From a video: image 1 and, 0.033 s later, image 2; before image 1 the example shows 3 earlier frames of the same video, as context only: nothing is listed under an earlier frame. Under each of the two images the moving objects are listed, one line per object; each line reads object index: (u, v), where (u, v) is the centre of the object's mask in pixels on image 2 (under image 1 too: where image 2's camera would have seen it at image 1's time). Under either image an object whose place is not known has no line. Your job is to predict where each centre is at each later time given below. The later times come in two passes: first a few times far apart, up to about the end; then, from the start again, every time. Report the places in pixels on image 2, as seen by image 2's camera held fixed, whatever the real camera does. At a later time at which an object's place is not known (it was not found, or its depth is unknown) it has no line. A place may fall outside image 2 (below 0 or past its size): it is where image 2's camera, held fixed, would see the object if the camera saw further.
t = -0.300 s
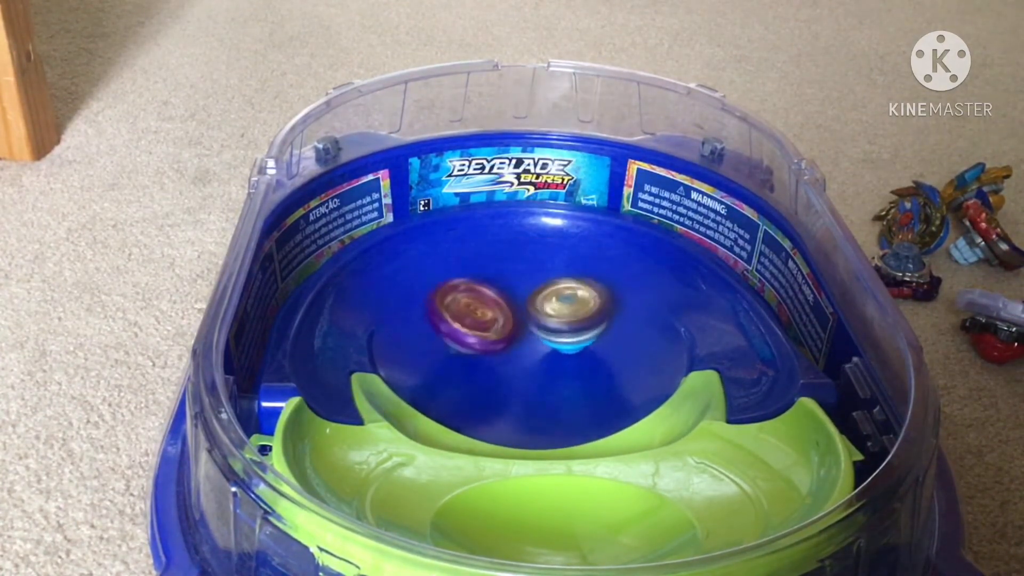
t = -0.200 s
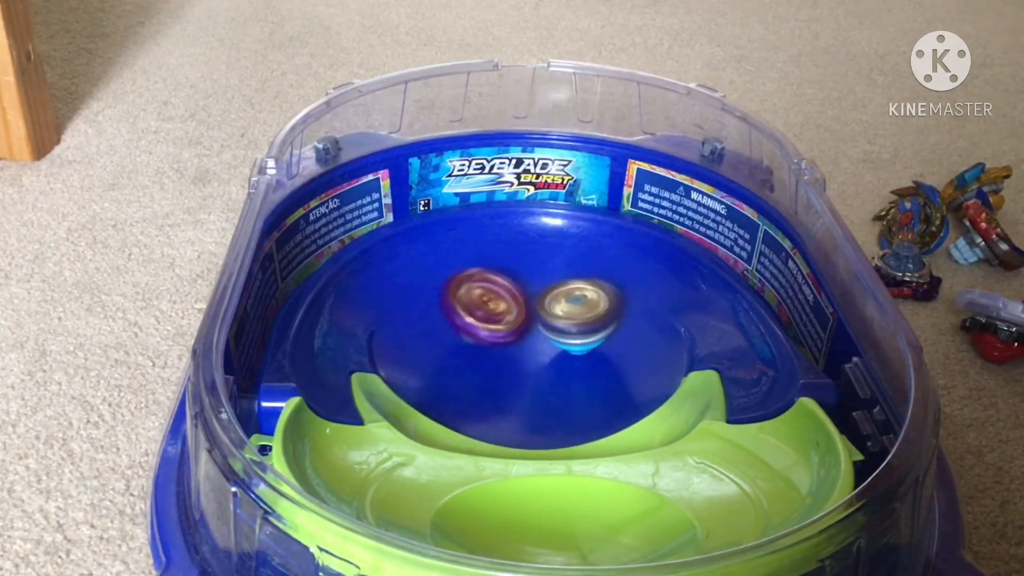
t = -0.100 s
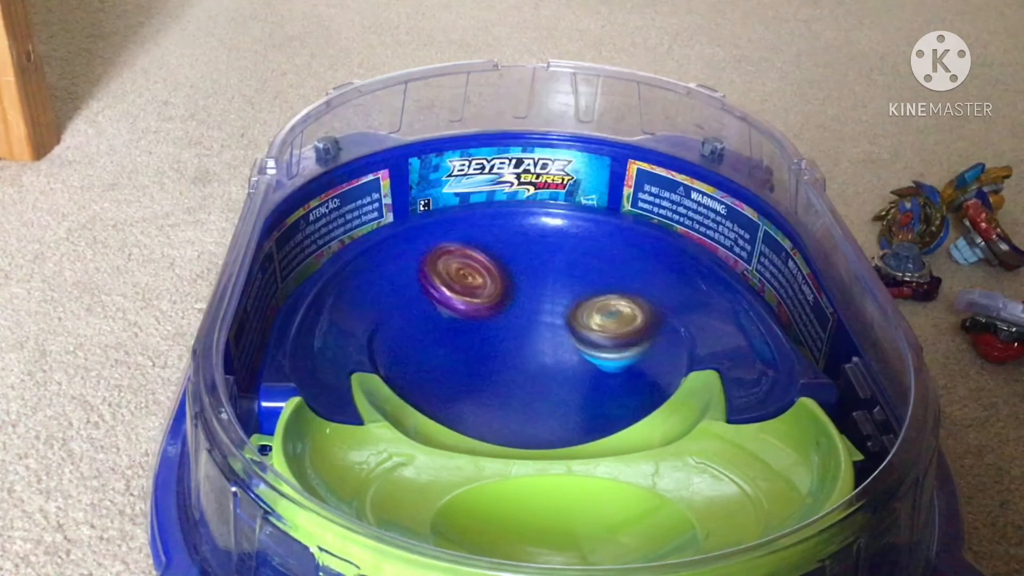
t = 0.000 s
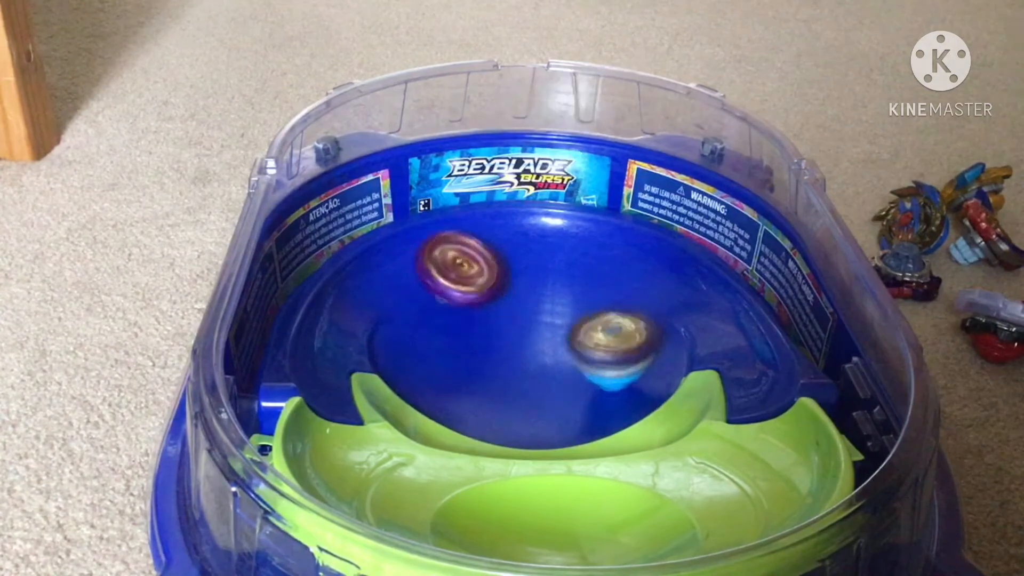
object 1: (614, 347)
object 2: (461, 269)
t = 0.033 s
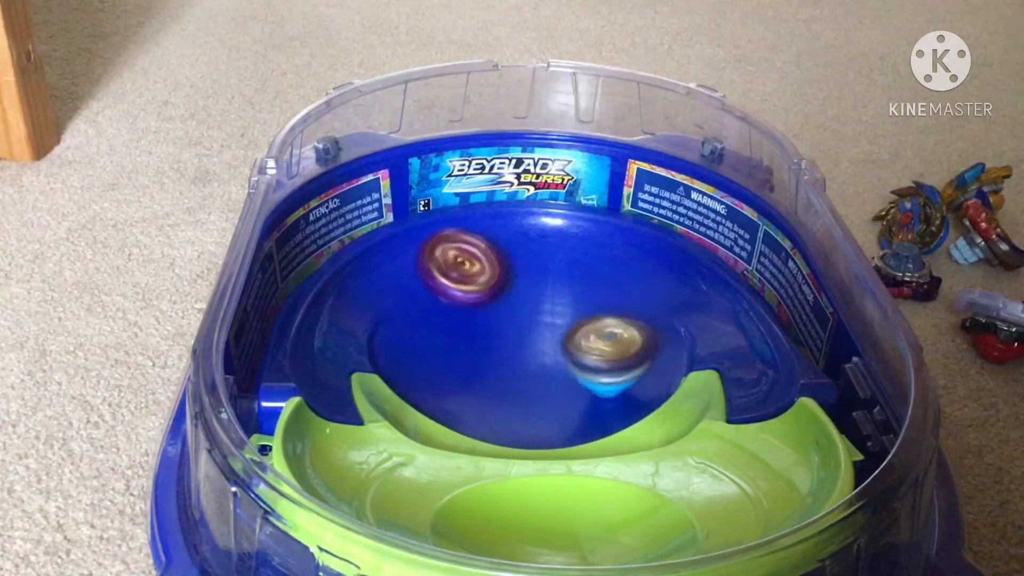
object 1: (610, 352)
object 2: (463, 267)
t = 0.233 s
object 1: (542, 368)
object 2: (487, 269)
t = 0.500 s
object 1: (469, 326)
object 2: (547, 298)
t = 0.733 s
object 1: (485, 283)
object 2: (595, 338)
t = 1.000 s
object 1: (566, 293)
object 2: (605, 365)
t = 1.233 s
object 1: (595, 326)
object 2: (549, 388)
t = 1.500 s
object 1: (540, 352)
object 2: (459, 380)
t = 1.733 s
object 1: (528, 316)
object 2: (459, 357)
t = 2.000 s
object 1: (597, 281)
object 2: (503, 301)
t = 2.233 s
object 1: (615, 310)
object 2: (552, 265)
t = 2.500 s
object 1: (536, 350)
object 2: (573, 270)
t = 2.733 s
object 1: (453, 345)
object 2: (571, 321)
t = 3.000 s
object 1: (461, 312)
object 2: (520, 379)
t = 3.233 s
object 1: (546, 311)
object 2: (472, 391)
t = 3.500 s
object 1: (625, 326)
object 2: (482, 378)
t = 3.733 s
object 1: (622, 353)
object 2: (510, 333)
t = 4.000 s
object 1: (545, 348)
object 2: (561, 288)
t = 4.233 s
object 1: (484, 315)
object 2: (583, 296)
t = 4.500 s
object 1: (496, 282)
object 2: (567, 328)
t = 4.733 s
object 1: (544, 297)
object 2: (512, 357)
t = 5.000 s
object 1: (568, 343)
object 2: (467, 347)
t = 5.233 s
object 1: (557, 375)
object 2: (476, 320)
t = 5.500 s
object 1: (519, 364)
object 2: (537, 301)
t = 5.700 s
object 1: (507, 340)
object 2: (584, 307)
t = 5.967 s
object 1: (496, 309)
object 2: (599, 334)
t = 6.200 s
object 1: (528, 298)
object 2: (555, 360)
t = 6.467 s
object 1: (560, 307)
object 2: (487, 347)
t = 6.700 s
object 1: (582, 326)
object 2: (477, 325)
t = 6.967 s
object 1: (588, 352)
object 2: (497, 317)
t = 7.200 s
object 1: (582, 374)
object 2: (502, 319)
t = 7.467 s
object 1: (544, 376)
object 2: (493, 317)
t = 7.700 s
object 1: (556, 375)
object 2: (496, 301)
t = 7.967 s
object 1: (539, 363)
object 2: (519, 300)
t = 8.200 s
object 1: (526, 370)
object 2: (524, 306)
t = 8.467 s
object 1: (532, 373)
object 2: (541, 310)
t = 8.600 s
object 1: (534, 377)
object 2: (540, 311)
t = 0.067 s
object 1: (602, 357)
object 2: (465, 266)
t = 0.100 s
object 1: (592, 362)
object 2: (469, 266)
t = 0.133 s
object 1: (582, 365)
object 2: (473, 266)
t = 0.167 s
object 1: (569, 368)
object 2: (477, 266)
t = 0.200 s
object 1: (557, 369)
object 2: (481, 268)
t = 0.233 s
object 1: (542, 368)
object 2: (487, 269)
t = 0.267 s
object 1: (529, 368)
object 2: (493, 270)
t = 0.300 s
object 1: (518, 364)
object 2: (499, 273)
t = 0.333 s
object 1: (507, 358)
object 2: (504, 276)
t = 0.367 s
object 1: (498, 353)
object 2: (511, 279)
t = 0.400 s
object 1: (489, 347)
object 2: (519, 281)
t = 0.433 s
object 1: (480, 341)
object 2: (528, 285)
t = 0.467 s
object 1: (473, 333)
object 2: (539, 291)
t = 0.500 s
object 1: (469, 326)
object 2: (547, 298)
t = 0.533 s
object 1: (465, 319)
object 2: (552, 305)
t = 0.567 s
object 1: (464, 312)
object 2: (560, 311)
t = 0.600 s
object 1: (465, 305)
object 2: (568, 318)
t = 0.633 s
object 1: (467, 298)
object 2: (576, 324)
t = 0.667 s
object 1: (472, 293)
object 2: (584, 329)
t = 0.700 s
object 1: (478, 287)
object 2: (590, 334)
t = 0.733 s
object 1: (485, 283)
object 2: (595, 338)
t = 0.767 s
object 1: (495, 280)
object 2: (599, 342)
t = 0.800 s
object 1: (504, 278)
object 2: (603, 346)
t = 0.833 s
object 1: (515, 277)
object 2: (606, 350)
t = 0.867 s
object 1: (527, 278)
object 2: (607, 353)
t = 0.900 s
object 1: (537, 280)
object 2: (608, 356)
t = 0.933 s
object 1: (548, 284)
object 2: (608, 359)
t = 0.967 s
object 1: (557, 288)
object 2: (607, 362)
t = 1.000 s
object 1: (566, 293)
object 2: (605, 365)
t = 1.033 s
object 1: (574, 299)
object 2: (602, 368)
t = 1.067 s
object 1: (580, 305)
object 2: (597, 371)
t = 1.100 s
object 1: (584, 311)
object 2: (592, 373)
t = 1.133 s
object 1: (588, 316)
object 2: (585, 375)
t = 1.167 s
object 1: (591, 319)
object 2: (575, 381)
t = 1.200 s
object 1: (593, 321)
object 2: (562, 386)
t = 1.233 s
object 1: (595, 326)
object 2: (549, 388)
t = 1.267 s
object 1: (594, 332)
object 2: (534, 389)
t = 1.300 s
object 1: (591, 337)
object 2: (520, 389)
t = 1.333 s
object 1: (584, 342)
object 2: (506, 388)
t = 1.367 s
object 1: (576, 347)
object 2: (493, 387)
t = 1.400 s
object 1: (567, 350)
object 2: (481, 386)
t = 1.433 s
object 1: (557, 351)
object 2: (472, 384)
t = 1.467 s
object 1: (548, 352)
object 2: (466, 382)
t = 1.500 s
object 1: (540, 352)
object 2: (459, 380)
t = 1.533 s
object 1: (535, 348)
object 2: (455, 378)
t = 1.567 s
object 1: (529, 343)
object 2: (452, 375)
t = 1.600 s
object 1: (527, 338)
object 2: (452, 372)
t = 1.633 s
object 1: (525, 332)
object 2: (452, 369)
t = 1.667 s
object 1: (525, 327)
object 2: (453, 366)
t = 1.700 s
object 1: (526, 321)
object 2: (456, 362)
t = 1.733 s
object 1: (528, 316)
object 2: (459, 357)
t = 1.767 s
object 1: (532, 310)
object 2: (464, 351)
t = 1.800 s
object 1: (536, 306)
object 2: (470, 343)
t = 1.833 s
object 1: (548, 300)
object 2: (473, 337)
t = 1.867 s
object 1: (560, 295)
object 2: (476, 329)
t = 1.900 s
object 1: (569, 290)
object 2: (482, 323)
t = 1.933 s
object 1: (578, 287)
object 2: (488, 315)
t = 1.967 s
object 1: (588, 283)
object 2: (495, 309)
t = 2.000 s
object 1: (597, 281)
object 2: (503, 301)
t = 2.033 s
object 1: (607, 281)
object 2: (511, 295)
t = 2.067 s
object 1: (614, 282)
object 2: (518, 288)
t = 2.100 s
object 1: (619, 285)
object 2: (527, 283)
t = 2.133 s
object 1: (621, 290)
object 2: (535, 277)
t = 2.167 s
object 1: (621, 296)
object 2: (542, 273)
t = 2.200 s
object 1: (619, 303)
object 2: (548, 269)
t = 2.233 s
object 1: (615, 310)
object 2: (552, 265)
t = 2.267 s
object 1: (609, 316)
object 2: (557, 263)
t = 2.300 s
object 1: (601, 323)
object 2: (560, 261)
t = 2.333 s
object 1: (591, 329)
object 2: (563, 261)
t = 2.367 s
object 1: (582, 334)
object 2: (566, 262)
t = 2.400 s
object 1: (572, 339)
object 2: (568, 263)
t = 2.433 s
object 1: (560, 343)
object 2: (570, 265)
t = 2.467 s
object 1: (548, 347)
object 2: (572, 268)
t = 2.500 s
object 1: (536, 350)
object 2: (573, 270)
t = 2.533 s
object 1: (525, 352)
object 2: (574, 274)
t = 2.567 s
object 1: (512, 353)
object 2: (575, 281)
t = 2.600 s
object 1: (499, 352)
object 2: (576, 288)
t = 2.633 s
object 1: (488, 351)
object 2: (575, 295)
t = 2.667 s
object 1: (475, 350)
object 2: (574, 304)
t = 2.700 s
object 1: (463, 348)
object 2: (573, 312)
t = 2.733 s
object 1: (453, 345)
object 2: (571, 321)
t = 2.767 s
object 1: (444, 341)
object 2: (567, 330)
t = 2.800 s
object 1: (438, 336)
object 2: (563, 339)
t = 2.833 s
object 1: (434, 331)
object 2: (559, 347)
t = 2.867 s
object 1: (434, 325)
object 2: (553, 355)
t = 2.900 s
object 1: (437, 321)
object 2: (546, 362)
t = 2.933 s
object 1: (442, 317)
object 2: (538, 368)
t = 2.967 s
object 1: (451, 314)
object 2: (529, 374)
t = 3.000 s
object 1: (461, 312)
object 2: (520, 379)
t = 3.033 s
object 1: (472, 311)
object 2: (511, 383)
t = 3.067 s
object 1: (483, 310)
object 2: (503, 386)
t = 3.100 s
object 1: (495, 310)
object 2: (494, 389)
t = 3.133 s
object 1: (507, 310)
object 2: (488, 390)
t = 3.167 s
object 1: (520, 310)
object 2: (481, 391)
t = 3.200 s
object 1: (534, 310)
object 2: (475, 391)
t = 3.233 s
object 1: (546, 311)
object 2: (472, 391)
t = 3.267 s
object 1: (557, 312)
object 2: (471, 391)
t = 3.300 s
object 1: (570, 313)
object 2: (469, 389)
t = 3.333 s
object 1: (582, 314)
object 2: (468, 388)
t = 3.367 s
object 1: (593, 315)
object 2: (468, 387)
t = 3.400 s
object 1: (603, 317)
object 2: (469, 384)
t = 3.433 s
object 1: (612, 320)
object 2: (472, 383)
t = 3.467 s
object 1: (619, 323)
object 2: (477, 382)
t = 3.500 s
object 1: (625, 326)
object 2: (482, 378)
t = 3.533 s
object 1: (627, 330)
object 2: (489, 374)
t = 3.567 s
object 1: (627, 335)
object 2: (499, 370)
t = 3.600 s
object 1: (624, 340)
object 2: (508, 364)
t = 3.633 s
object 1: (617, 344)
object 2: (518, 358)
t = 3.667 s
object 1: (620, 347)
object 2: (516, 352)
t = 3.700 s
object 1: (624, 349)
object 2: (511, 342)
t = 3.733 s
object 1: (622, 353)
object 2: (510, 333)
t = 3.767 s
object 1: (616, 355)
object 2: (514, 325)
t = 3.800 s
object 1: (608, 357)
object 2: (519, 320)
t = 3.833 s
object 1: (599, 358)
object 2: (525, 314)
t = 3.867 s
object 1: (587, 356)
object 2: (532, 306)
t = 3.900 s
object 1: (578, 355)
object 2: (538, 300)
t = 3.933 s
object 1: (567, 352)
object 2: (545, 294)
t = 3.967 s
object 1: (556, 349)
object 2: (552, 290)
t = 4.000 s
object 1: (545, 348)
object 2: (561, 288)
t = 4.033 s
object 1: (532, 347)
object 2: (567, 287)
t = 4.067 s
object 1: (523, 343)
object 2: (572, 288)
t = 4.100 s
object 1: (514, 337)
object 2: (577, 289)
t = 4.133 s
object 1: (505, 333)
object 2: (578, 291)
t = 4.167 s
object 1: (497, 327)
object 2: (580, 292)
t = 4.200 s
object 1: (490, 321)
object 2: (582, 293)
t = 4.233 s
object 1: (484, 315)
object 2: (583, 296)
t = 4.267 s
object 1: (480, 309)
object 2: (584, 298)
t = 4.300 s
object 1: (476, 304)
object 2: (584, 301)
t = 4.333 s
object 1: (476, 298)
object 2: (583, 305)
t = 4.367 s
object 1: (475, 292)
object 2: (582, 309)
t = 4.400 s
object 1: (478, 288)
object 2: (580, 313)
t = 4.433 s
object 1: (482, 284)
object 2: (576, 318)
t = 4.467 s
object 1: (488, 282)
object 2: (572, 323)
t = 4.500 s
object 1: (496, 282)
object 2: (567, 328)
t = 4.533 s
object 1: (504, 282)
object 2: (560, 333)
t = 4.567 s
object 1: (511, 283)
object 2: (553, 339)
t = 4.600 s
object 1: (517, 283)
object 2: (546, 345)
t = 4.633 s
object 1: (525, 285)
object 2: (539, 349)
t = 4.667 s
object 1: (532, 288)
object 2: (530, 353)
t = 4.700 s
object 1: (538, 292)
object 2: (521, 355)
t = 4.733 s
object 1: (544, 297)
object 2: (512, 357)
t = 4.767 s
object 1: (548, 303)
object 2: (503, 358)
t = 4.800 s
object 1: (553, 309)
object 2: (494, 358)
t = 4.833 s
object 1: (555, 316)
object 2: (489, 357)
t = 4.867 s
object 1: (558, 322)
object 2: (482, 357)
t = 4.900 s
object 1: (563, 327)
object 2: (475, 355)
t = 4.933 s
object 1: (566, 332)
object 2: (470, 352)
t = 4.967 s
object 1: (568, 337)
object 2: (469, 350)
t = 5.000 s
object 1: (568, 343)
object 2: (467, 347)
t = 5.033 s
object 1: (567, 347)
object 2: (467, 345)
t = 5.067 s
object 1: (566, 352)
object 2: (467, 341)
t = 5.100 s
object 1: (560, 358)
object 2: (469, 338)
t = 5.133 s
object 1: (557, 361)
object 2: (470, 334)
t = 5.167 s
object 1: (560, 367)
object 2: (469, 328)
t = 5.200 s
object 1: (559, 371)
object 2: (471, 323)
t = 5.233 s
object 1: (557, 375)
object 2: (476, 320)
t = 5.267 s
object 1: (554, 379)
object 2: (481, 317)
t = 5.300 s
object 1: (548, 381)
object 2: (487, 314)
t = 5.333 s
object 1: (542, 382)
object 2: (494, 311)
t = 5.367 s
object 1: (537, 380)
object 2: (502, 309)
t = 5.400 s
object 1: (529, 379)
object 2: (508, 307)
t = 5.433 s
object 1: (526, 374)
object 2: (517, 304)
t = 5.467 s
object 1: (522, 369)
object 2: (526, 302)
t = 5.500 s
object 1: (519, 364)
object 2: (537, 301)
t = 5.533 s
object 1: (517, 358)
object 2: (545, 301)
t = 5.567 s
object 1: (515, 355)
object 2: (555, 301)
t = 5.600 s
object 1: (514, 352)
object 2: (563, 302)
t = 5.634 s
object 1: (513, 347)
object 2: (571, 303)
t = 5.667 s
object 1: (510, 343)
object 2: (578, 305)
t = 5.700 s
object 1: (507, 340)
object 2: (584, 307)
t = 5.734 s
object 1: (503, 336)
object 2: (587, 311)
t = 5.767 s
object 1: (501, 332)
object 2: (589, 314)
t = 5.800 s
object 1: (502, 327)
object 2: (591, 317)
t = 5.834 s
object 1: (496, 323)
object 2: (598, 320)
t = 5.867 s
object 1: (493, 319)
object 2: (602, 323)
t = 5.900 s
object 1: (493, 315)
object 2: (602, 327)
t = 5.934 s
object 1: (494, 312)
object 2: (601, 331)
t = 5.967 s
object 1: (496, 309)
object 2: (599, 334)
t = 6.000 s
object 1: (500, 307)
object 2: (595, 339)
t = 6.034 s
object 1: (505, 306)
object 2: (591, 343)
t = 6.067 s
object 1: (512, 306)
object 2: (583, 347)
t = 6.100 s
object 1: (518, 305)
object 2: (578, 350)
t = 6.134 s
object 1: (520, 302)
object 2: (573, 355)
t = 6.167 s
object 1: (524, 299)
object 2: (565, 357)
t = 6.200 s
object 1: (528, 298)
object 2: (555, 360)
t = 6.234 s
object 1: (532, 297)
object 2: (545, 361)
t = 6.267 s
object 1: (537, 297)
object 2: (536, 359)
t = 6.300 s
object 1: (542, 299)
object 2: (525, 357)
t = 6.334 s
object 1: (546, 300)
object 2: (516, 355)
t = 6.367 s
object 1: (551, 300)
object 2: (504, 354)
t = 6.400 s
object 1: (555, 302)
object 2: (496, 353)
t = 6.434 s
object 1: (559, 304)
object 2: (491, 351)
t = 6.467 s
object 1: (560, 307)
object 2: (487, 347)
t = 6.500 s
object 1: (562, 311)
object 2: (484, 343)
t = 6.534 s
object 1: (561, 314)
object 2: (484, 339)
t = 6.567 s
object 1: (568, 317)
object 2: (476, 335)
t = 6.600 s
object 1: (572, 318)
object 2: (470, 332)
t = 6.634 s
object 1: (577, 320)
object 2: (469, 328)
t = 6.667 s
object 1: (580, 323)
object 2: (471, 326)
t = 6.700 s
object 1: (582, 326)
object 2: (477, 325)
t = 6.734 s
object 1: (583, 329)
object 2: (480, 323)
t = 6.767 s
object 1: (581, 332)
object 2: (485, 322)
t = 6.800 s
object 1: (580, 335)
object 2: (490, 322)
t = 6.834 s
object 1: (586, 338)
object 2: (487, 315)
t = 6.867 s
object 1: (589, 343)
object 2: (486, 314)
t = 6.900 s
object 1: (591, 345)
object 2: (489, 315)
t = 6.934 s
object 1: (590, 349)
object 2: (493, 315)
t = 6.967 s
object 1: (588, 352)
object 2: (497, 317)
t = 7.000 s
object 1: (585, 354)
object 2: (501, 320)
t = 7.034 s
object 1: (580, 357)
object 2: (502, 320)
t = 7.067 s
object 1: (585, 362)
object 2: (502, 317)
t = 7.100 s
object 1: (585, 365)
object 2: (503, 316)
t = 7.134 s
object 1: (585, 368)
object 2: (503, 317)
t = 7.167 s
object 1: (585, 371)
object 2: (503, 317)
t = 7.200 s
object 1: (582, 374)
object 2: (502, 319)
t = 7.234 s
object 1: (577, 376)
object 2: (501, 320)
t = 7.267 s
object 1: (571, 376)
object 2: (498, 321)
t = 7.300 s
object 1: (564, 377)
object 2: (500, 322)
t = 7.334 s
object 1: (558, 376)
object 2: (500, 322)
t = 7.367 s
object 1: (549, 374)
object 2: (500, 321)
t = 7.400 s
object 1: (543, 372)
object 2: (497, 319)
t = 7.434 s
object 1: (540, 372)
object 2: (496, 318)
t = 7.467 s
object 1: (544, 376)
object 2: (493, 317)
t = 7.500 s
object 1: (547, 378)
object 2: (490, 311)
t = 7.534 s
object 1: (547, 379)
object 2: (489, 307)
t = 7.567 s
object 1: (548, 379)
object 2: (489, 304)
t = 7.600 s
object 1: (554, 378)
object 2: (491, 301)
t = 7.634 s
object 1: (555, 378)
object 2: (491, 300)
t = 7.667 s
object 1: (555, 377)
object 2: (493, 299)
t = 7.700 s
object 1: (556, 375)
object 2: (496, 301)
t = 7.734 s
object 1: (555, 372)
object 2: (497, 300)
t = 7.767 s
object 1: (552, 370)
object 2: (502, 301)
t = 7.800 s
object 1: (550, 366)
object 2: (505, 302)
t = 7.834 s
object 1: (547, 363)
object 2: (505, 306)
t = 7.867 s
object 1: (540, 360)
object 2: (508, 304)
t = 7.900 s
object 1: (541, 359)
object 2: (511, 302)
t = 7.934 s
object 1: (541, 363)
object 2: (516, 302)
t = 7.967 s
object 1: (539, 363)
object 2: (519, 300)
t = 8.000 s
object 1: (537, 363)
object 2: (523, 300)
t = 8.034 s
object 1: (534, 364)
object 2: (525, 302)
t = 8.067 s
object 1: (533, 364)
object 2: (521, 305)
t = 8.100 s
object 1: (530, 364)
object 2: (515, 306)
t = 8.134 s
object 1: (530, 366)
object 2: (515, 306)
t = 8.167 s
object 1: (529, 369)
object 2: (517, 309)
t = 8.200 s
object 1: (526, 370)
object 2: (524, 306)
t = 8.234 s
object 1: (526, 368)
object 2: (532, 306)
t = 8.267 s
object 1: (526, 369)
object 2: (535, 308)
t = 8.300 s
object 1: (526, 370)
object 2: (531, 309)
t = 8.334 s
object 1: (525, 367)
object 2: (534, 314)
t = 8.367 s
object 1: (527, 365)
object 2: (539, 317)
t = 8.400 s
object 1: (527, 365)
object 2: (542, 318)
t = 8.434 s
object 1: (531, 367)
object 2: (541, 312)
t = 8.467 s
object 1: (532, 373)
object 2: (541, 310)
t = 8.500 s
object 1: (529, 375)
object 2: (540, 311)
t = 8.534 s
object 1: (529, 375)
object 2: (540, 310)
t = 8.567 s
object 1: (531, 375)
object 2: (541, 311)
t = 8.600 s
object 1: (534, 377)
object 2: (540, 311)
